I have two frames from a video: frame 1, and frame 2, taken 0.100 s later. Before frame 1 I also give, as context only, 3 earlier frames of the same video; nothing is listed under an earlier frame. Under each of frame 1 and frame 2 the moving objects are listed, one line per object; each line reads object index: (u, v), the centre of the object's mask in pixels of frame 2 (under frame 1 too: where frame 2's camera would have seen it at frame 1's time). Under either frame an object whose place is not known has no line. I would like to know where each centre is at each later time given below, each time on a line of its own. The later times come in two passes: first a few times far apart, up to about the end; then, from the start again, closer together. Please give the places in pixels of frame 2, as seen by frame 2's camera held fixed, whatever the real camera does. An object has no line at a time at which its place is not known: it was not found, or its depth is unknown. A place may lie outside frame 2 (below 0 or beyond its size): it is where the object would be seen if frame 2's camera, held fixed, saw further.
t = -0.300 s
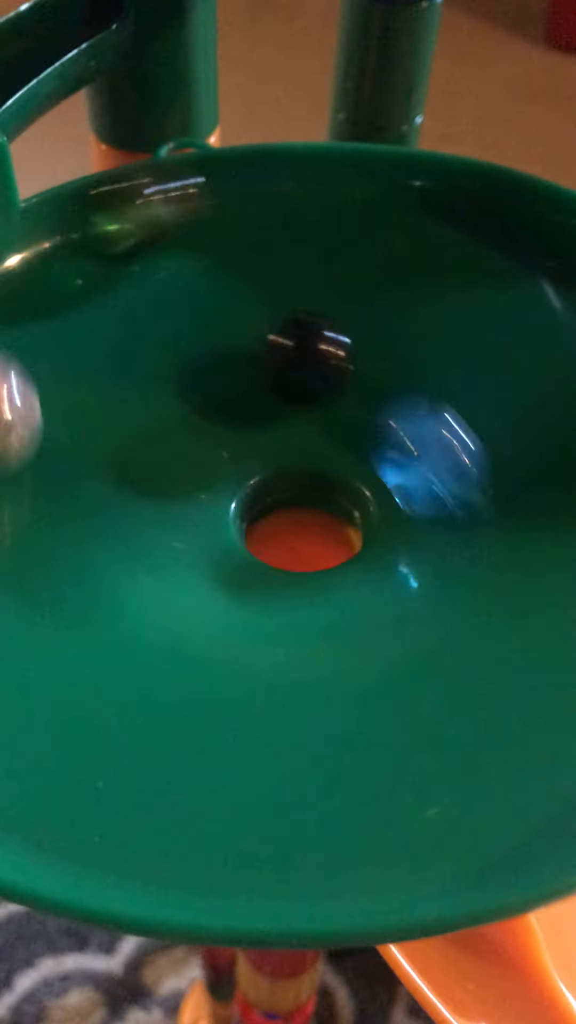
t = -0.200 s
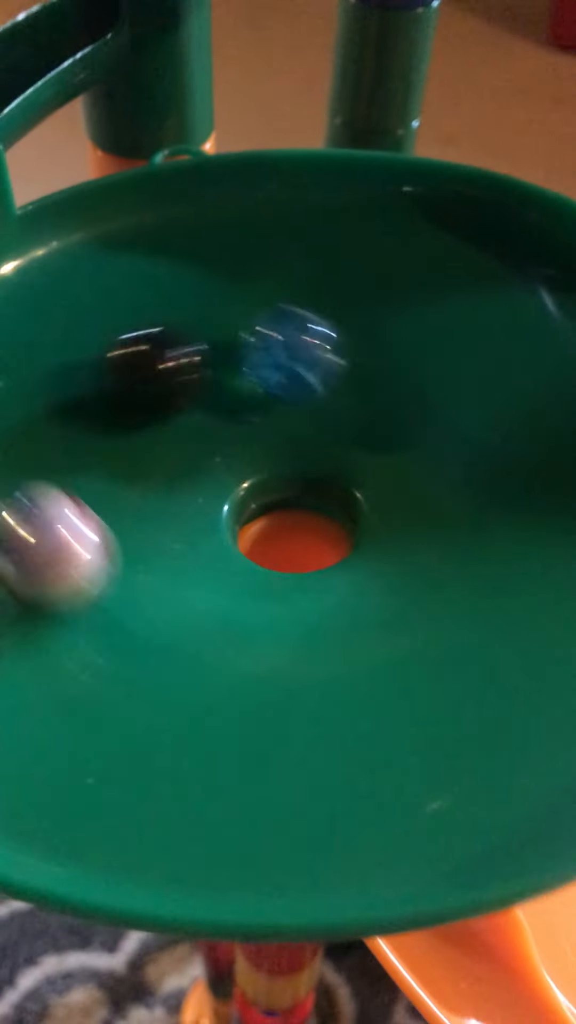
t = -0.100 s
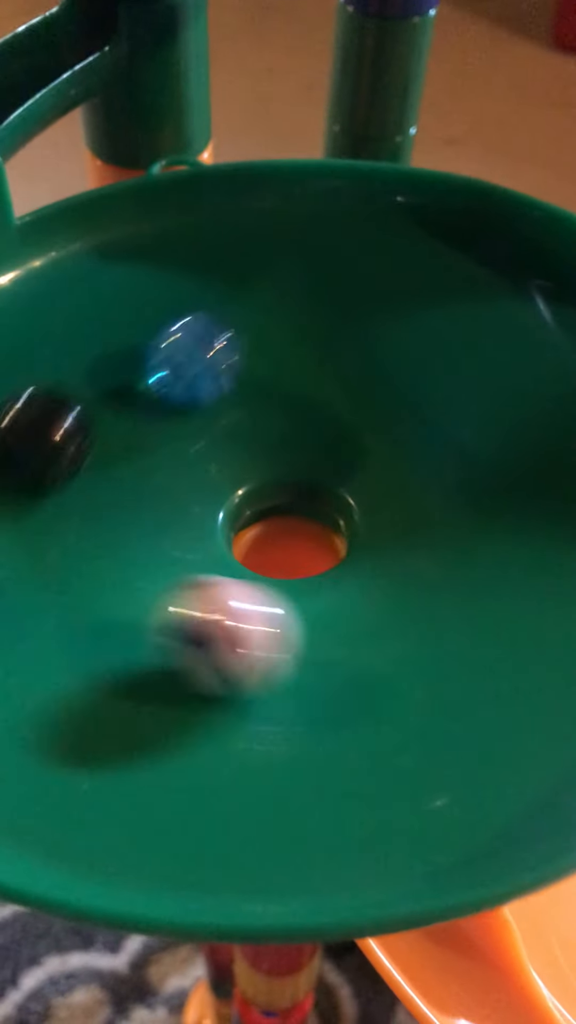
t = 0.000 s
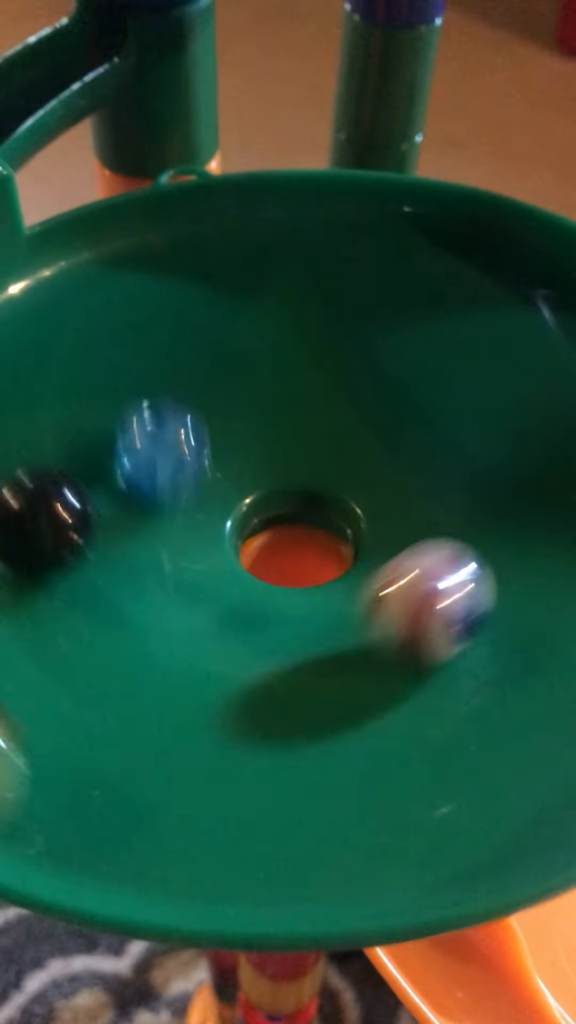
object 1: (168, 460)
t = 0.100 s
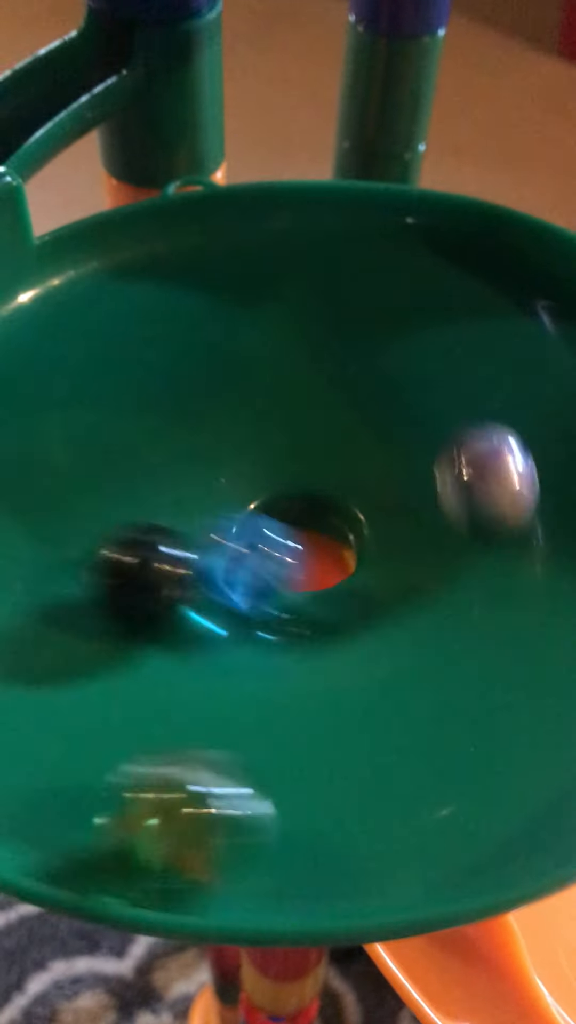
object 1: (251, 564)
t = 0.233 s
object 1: (440, 523)
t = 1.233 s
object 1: (262, 581)
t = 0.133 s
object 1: (306, 576)
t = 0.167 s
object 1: (360, 574)
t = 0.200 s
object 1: (408, 554)
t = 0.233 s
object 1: (440, 523)
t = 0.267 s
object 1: (453, 491)
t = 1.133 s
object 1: (181, 526)
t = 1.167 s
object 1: (194, 551)
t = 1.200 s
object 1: (223, 570)
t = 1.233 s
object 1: (262, 581)
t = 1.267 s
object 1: (311, 581)
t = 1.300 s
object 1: (362, 572)
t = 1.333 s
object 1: (394, 546)
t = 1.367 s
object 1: (407, 514)
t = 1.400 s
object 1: (401, 478)
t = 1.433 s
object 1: (379, 452)
